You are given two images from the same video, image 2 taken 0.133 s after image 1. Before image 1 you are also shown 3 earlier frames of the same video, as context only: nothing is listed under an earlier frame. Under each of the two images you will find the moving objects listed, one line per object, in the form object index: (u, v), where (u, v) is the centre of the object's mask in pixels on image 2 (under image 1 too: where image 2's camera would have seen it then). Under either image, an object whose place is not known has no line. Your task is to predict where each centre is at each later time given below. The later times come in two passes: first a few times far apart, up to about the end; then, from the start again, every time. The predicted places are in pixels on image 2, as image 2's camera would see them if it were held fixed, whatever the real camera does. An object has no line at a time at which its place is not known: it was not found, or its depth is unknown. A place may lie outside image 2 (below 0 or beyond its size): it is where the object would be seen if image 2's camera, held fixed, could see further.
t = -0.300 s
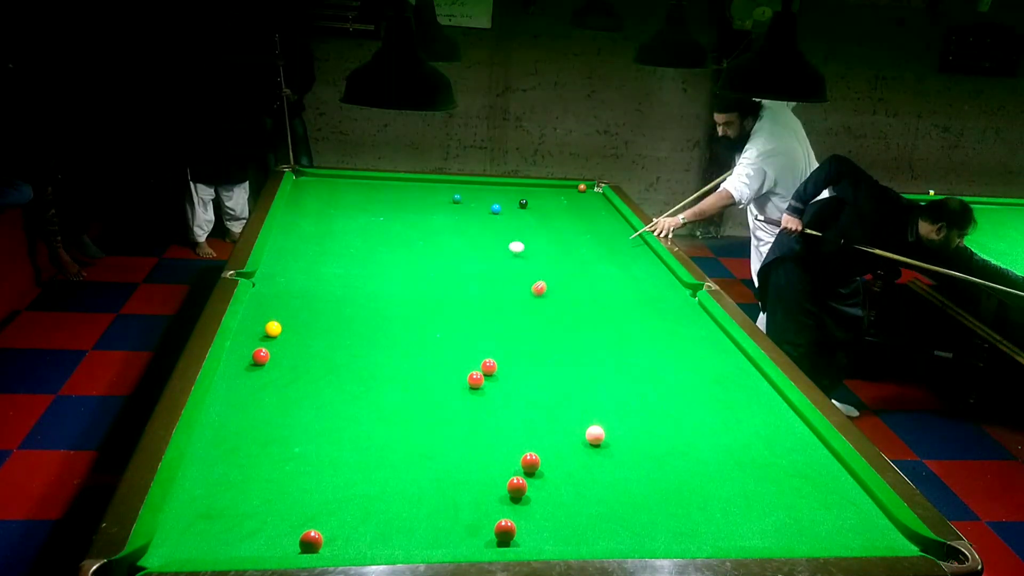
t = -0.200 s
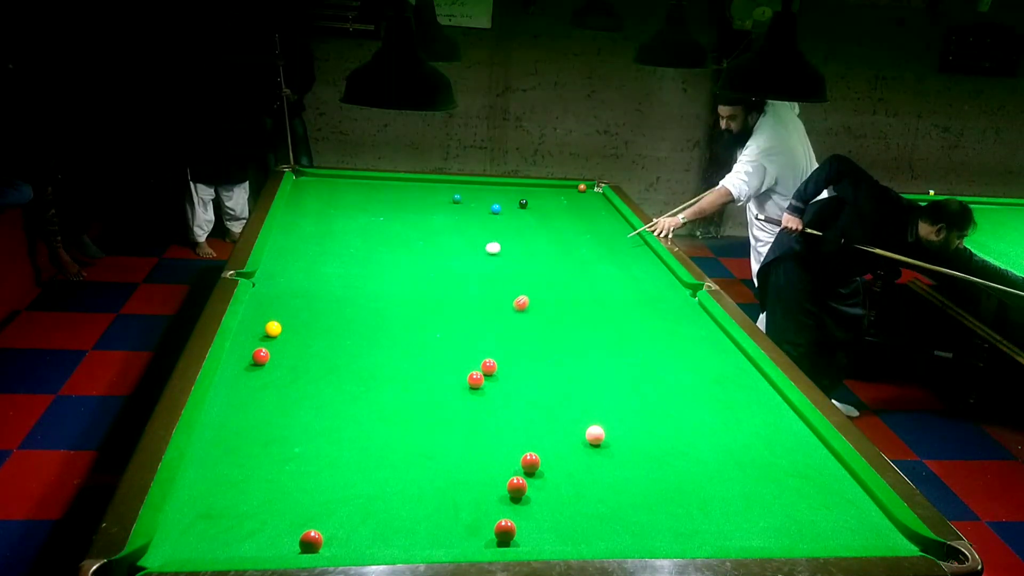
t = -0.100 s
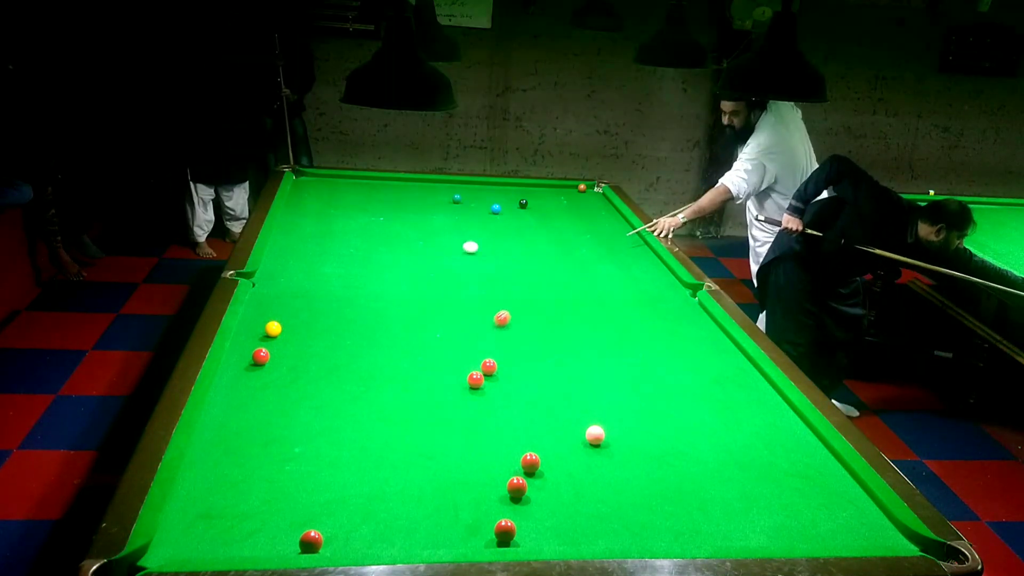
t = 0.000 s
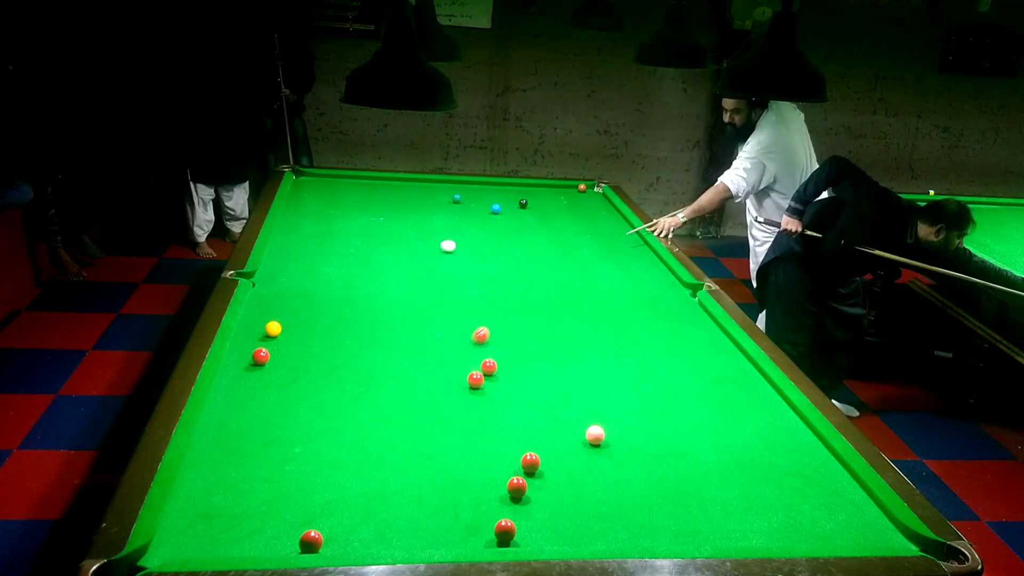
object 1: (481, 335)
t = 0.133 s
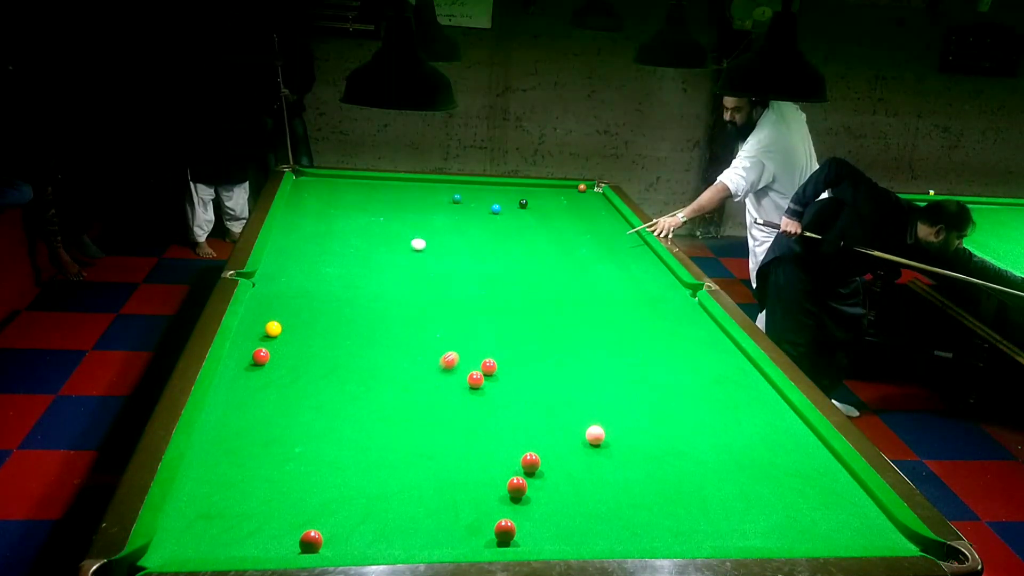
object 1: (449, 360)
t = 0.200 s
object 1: (432, 374)
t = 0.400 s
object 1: (370, 423)
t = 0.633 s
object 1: (275, 499)
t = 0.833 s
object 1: (190, 535)
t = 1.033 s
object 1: (209, 491)
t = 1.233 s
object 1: (254, 457)
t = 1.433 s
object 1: (293, 428)
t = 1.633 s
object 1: (326, 402)
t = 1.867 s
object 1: (360, 377)
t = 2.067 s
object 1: (384, 358)
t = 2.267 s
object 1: (406, 342)
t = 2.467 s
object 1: (425, 327)
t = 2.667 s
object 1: (442, 314)
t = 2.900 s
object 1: (459, 301)
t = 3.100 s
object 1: (473, 290)
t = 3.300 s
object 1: (485, 281)
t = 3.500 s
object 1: (496, 272)
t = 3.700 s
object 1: (506, 264)
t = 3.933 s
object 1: (517, 256)
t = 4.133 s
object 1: (525, 250)
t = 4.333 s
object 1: (532, 244)
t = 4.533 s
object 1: (539, 238)
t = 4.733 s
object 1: (546, 233)
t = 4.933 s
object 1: (552, 228)
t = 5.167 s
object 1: (558, 223)
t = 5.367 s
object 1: (563, 220)
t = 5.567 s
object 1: (568, 216)
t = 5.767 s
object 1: (572, 212)
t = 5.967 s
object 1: (576, 209)
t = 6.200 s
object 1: (580, 206)
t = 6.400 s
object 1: (583, 204)
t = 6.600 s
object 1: (586, 201)
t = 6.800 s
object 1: (588, 199)
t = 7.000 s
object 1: (591, 197)
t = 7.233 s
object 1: (594, 195)
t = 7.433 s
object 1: (597, 193)
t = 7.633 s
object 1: (598, 192)
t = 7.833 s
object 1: (597, 191)
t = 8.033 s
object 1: (595, 190)
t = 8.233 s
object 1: (593, 189)
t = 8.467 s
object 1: (592, 188)
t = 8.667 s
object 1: (591, 187)
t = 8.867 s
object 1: (591, 187)
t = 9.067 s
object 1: (591, 187)
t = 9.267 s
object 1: (590, 187)
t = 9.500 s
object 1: (591, 187)
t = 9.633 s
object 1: (591, 187)
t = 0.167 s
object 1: (440, 367)
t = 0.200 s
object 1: (432, 374)
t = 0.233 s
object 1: (422, 382)
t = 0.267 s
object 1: (413, 389)
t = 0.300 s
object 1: (403, 397)
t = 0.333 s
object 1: (392, 405)
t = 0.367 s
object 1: (381, 414)
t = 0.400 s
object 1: (370, 423)
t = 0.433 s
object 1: (358, 433)
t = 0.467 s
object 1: (346, 443)
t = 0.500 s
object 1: (333, 453)
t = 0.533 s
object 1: (319, 464)
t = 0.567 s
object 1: (305, 475)
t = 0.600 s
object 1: (291, 487)
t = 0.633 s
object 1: (275, 499)
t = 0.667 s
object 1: (259, 511)
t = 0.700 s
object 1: (242, 525)
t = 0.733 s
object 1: (224, 540)
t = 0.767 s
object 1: (207, 549)
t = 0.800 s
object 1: (197, 544)
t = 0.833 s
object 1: (190, 535)
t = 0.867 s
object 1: (183, 525)
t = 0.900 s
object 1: (176, 517)
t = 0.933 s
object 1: (183, 510)
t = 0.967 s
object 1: (192, 503)
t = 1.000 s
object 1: (200, 497)
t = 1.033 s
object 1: (209, 491)
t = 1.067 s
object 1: (216, 485)
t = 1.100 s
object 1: (224, 479)
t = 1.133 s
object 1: (232, 473)
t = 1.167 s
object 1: (240, 468)
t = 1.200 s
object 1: (247, 462)
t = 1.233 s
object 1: (254, 457)
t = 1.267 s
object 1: (261, 452)
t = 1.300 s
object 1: (268, 446)
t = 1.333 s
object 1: (274, 441)
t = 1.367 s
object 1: (281, 437)
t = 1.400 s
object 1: (287, 432)
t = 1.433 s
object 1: (293, 428)
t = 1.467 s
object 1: (299, 423)
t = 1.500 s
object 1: (305, 418)
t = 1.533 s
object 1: (311, 414)
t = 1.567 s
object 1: (316, 410)
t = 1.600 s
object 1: (321, 406)
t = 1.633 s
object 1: (326, 402)
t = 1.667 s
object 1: (332, 398)
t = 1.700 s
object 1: (336, 395)
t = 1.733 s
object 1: (341, 391)
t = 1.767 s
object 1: (346, 387)
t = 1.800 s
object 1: (351, 384)
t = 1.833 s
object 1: (355, 380)
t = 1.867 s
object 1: (360, 377)
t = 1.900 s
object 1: (364, 373)
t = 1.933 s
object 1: (368, 370)
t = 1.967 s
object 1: (372, 367)
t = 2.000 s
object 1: (376, 364)
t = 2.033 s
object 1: (380, 361)
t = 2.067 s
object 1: (384, 358)
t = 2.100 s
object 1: (388, 355)
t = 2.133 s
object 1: (392, 353)
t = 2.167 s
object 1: (395, 350)
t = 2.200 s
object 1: (399, 347)
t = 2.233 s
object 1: (402, 345)
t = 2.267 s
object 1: (406, 342)
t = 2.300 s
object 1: (409, 339)
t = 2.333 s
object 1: (412, 337)
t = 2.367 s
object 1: (415, 334)
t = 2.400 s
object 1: (419, 332)
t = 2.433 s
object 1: (422, 329)
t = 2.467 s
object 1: (425, 327)
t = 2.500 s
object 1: (428, 325)
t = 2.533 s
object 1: (431, 323)
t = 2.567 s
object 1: (434, 321)
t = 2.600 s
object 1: (436, 318)
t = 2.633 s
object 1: (439, 317)
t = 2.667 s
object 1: (442, 314)
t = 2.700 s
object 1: (444, 312)
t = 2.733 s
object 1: (447, 310)
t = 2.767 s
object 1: (450, 308)
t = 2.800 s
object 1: (452, 306)
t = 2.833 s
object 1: (455, 304)
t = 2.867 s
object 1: (457, 303)
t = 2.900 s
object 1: (459, 301)
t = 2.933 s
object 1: (462, 299)
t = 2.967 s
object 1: (464, 297)
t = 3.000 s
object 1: (466, 295)
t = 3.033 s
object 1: (468, 294)
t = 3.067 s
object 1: (471, 292)
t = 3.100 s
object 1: (473, 290)
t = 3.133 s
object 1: (475, 288)
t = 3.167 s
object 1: (477, 287)
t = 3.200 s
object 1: (479, 285)
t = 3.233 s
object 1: (481, 284)
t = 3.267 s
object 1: (483, 282)
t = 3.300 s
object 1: (485, 281)
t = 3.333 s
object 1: (487, 279)
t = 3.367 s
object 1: (489, 278)
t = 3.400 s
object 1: (491, 276)
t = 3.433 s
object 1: (493, 275)
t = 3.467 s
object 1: (494, 274)
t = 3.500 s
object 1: (496, 272)
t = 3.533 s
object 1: (498, 271)
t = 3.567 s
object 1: (499, 270)
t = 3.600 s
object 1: (501, 268)
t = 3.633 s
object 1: (503, 267)
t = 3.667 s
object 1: (505, 266)
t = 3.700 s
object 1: (506, 264)
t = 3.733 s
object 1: (508, 263)
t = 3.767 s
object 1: (509, 262)
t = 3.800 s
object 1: (511, 261)
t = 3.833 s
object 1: (513, 259)
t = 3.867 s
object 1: (514, 258)
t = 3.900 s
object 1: (515, 257)
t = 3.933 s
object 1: (517, 256)
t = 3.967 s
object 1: (518, 255)
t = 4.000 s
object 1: (520, 254)
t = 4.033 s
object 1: (521, 253)
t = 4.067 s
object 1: (522, 252)
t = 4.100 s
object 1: (524, 251)
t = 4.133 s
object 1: (525, 250)
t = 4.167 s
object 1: (526, 248)
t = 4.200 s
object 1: (527, 247)
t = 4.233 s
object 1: (529, 246)
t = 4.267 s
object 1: (530, 246)
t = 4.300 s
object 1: (531, 245)
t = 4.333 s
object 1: (532, 244)
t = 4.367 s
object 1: (533, 243)
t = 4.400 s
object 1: (534, 242)
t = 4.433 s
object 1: (536, 241)
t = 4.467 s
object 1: (537, 239)
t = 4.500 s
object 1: (538, 239)
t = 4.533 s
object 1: (539, 238)
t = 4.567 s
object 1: (540, 237)
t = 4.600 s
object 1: (541, 236)
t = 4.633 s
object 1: (542, 235)
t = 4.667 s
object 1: (543, 234)
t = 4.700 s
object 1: (545, 234)
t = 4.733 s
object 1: (546, 233)
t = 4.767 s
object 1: (547, 232)
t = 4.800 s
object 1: (548, 231)
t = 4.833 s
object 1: (549, 230)
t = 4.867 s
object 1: (550, 230)
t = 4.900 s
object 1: (551, 229)
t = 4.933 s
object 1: (552, 228)
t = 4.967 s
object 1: (553, 227)
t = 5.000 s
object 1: (553, 227)
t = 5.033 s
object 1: (554, 226)
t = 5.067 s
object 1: (555, 225)
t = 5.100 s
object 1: (556, 225)
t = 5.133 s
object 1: (557, 224)
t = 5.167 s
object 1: (558, 223)
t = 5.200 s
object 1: (559, 223)
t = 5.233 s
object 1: (560, 222)
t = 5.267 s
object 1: (560, 221)
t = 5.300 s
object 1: (561, 221)
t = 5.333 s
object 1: (562, 220)
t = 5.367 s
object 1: (563, 220)
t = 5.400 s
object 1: (564, 219)
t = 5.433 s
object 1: (565, 218)
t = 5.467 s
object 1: (565, 218)
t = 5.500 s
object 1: (566, 217)
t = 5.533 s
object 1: (567, 217)
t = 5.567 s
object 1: (568, 216)
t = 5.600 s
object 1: (568, 215)
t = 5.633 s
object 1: (569, 215)
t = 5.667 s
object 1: (570, 214)
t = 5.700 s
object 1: (571, 214)
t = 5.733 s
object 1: (571, 213)
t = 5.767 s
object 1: (572, 212)
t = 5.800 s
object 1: (572, 212)
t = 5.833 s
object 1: (573, 211)
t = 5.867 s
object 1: (574, 211)
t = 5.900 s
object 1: (574, 210)
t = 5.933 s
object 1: (575, 210)
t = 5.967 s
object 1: (576, 209)
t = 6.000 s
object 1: (576, 209)
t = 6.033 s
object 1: (577, 208)
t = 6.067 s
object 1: (577, 208)
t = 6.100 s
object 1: (578, 208)
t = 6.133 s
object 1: (579, 207)
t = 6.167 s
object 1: (579, 207)
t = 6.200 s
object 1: (580, 206)
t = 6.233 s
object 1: (581, 205)
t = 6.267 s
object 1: (581, 205)
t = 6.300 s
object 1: (581, 205)
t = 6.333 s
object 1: (582, 204)
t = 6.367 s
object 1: (582, 204)
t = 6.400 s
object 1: (583, 204)
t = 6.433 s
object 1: (583, 203)
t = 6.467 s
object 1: (584, 203)
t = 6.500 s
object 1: (585, 202)
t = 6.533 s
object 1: (585, 202)
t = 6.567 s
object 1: (585, 202)
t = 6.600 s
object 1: (586, 201)
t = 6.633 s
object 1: (586, 201)
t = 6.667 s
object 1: (587, 200)
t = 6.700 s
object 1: (587, 200)
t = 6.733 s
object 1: (588, 200)
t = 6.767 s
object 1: (588, 199)
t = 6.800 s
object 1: (588, 199)
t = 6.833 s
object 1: (589, 199)
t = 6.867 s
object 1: (589, 198)
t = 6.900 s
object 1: (590, 198)
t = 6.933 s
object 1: (591, 198)
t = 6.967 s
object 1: (591, 197)
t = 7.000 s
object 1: (591, 197)
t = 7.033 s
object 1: (591, 197)
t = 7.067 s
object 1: (592, 196)
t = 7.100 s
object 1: (592, 196)
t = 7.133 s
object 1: (593, 196)
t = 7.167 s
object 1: (593, 195)
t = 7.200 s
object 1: (594, 195)
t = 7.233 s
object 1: (594, 195)
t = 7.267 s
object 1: (595, 195)
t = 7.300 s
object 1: (595, 194)
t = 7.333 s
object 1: (595, 194)
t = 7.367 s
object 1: (596, 194)
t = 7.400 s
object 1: (596, 193)
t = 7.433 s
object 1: (597, 193)
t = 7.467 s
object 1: (597, 193)
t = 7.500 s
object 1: (597, 193)
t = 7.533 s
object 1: (597, 192)
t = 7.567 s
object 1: (597, 192)
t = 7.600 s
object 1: (598, 192)
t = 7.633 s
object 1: (598, 192)
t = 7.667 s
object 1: (598, 192)
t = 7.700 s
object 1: (598, 191)
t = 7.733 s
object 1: (598, 191)
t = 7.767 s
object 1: (598, 191)
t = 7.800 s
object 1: (597, 191)
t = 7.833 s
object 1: (597, 191)
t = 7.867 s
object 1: (597, 190)
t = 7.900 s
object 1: (596, 190)
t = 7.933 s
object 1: (596, 190)
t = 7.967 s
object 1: (596, 190)
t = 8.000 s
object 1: (595, 190)
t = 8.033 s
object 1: (595, 190)
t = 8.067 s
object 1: (595, 189)
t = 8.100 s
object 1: (594, 189)
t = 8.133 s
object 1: (594, 189)
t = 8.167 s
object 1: (594, 189)
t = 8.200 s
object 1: (594, 189)
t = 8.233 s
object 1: (593, 189)
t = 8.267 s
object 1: (593, 189)
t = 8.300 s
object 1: (593, 189)
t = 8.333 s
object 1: (593, 188)
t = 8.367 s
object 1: (593, 188)
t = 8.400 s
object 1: (593, 188)
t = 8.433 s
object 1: (593, 188)
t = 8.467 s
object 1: (592, 188)
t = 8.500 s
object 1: (592, 188)
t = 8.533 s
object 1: (592, 188)
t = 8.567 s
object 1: (592, 188)
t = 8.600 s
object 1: (592, 188)
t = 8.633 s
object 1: (592, 188)
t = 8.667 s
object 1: (591, 187)
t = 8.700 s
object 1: (591, 187)
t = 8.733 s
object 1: (591, 187)
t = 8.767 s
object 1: (591, 187)
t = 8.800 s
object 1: (591, 187)
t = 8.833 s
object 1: (591, 187)
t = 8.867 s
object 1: (591, 187)
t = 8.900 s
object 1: (591, 187)
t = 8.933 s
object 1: (591, 187)
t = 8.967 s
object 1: (591, 187)
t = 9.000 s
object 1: (591, 187)
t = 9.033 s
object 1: (591, 187)
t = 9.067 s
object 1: (591, 187)
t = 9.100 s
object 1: (591, 187)
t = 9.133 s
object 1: (591, 187)
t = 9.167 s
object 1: (591, 187)
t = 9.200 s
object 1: (591, 187)
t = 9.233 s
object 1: (591, 187)
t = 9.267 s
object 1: (590, 187)
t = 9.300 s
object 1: (591, 187)
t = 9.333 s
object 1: (591, 187)
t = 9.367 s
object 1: (591, 187)
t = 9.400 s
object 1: (591, 187)
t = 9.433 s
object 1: (591, 187)
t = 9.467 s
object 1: (591, 187)
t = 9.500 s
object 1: (591, 187)
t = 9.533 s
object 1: (591, 187)
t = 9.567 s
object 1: (591, 187)
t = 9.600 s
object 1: (590, 187)
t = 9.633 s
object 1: (591, 187)
